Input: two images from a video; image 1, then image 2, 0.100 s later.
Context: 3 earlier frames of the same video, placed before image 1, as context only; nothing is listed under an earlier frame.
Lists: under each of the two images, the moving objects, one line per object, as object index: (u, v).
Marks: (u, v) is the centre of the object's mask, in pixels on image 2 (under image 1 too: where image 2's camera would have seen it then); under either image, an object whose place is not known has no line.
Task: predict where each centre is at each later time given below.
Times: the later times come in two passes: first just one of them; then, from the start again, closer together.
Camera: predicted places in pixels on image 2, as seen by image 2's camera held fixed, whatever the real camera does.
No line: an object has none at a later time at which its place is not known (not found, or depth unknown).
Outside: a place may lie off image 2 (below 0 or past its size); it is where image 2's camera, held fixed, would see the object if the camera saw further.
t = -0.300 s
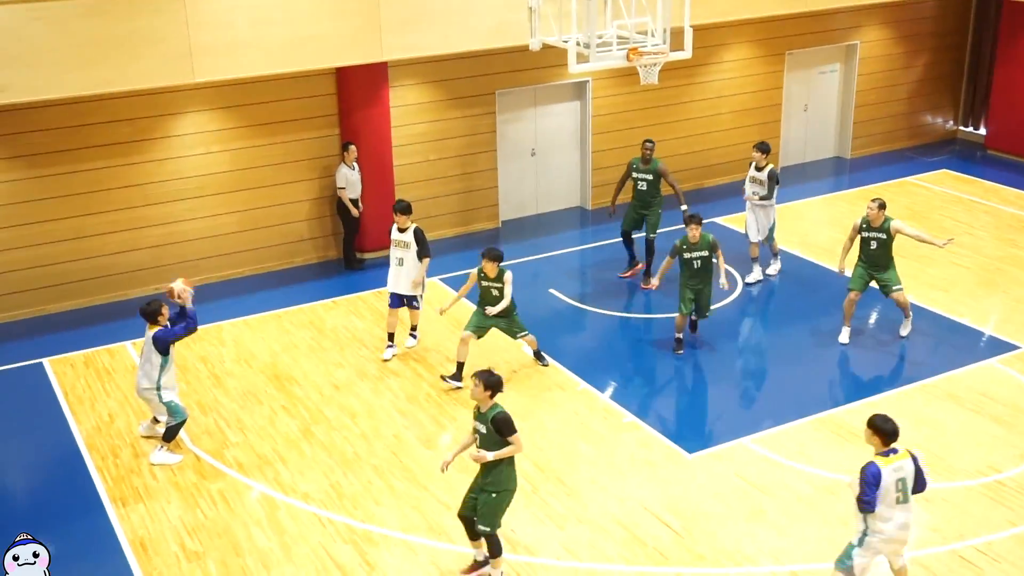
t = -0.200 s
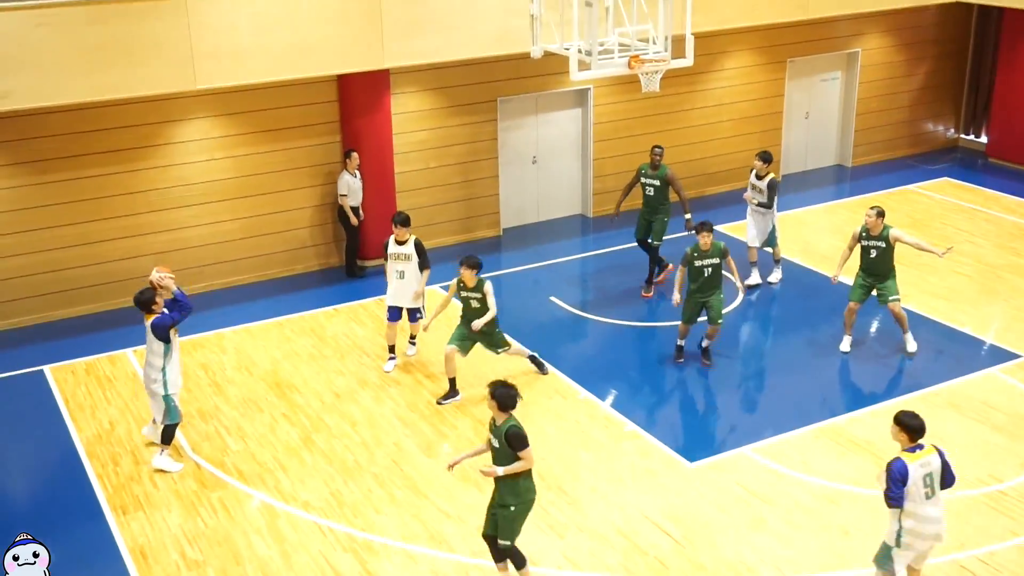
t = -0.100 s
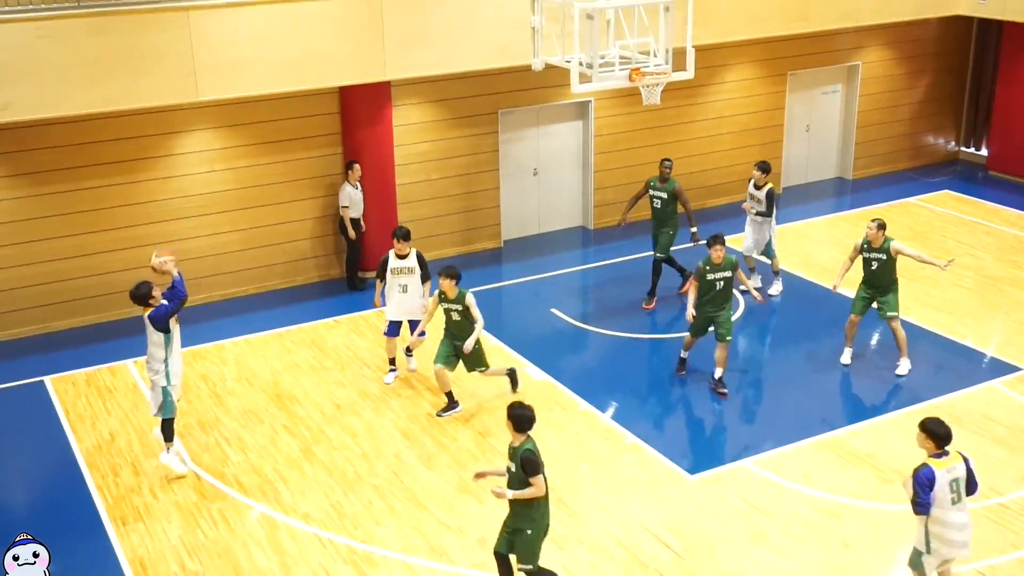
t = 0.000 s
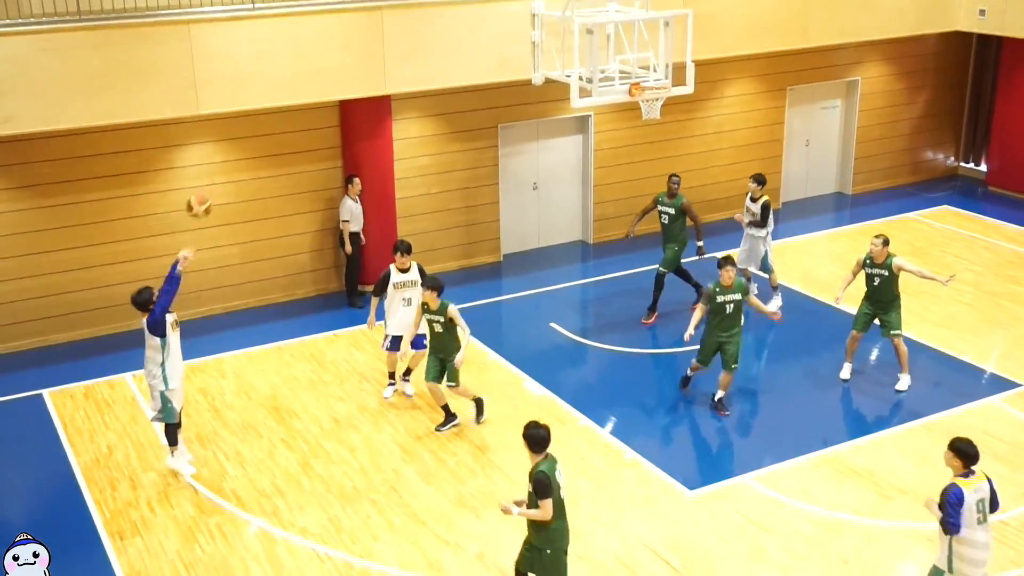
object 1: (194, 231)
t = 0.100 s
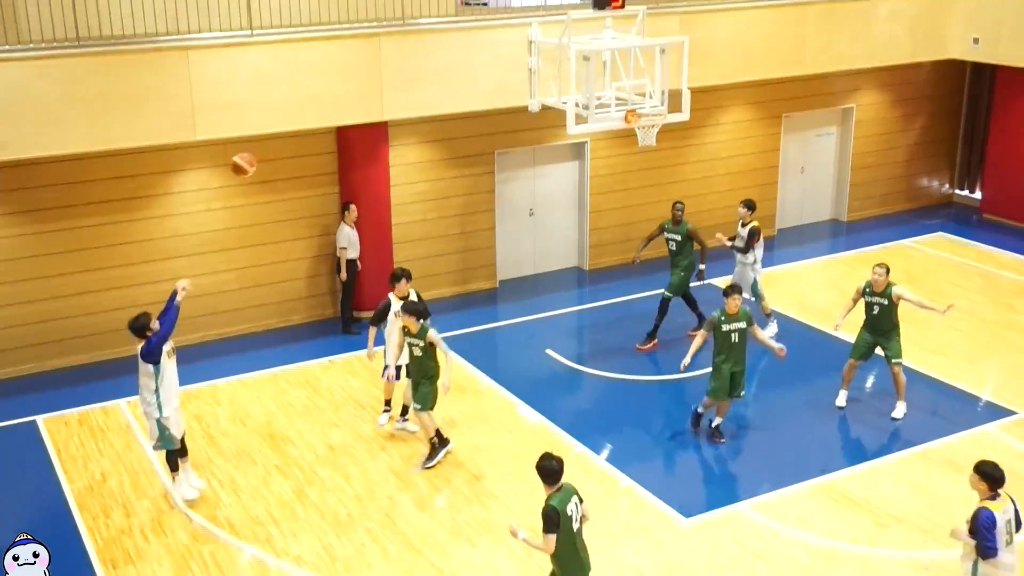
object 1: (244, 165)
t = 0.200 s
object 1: (291, 111)
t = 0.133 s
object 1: (260, 145)
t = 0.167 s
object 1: (275, 126)
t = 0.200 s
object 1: (291, 111)
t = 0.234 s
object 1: (306, 95)
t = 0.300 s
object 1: (336, 67)
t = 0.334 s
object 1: (350, 55)
